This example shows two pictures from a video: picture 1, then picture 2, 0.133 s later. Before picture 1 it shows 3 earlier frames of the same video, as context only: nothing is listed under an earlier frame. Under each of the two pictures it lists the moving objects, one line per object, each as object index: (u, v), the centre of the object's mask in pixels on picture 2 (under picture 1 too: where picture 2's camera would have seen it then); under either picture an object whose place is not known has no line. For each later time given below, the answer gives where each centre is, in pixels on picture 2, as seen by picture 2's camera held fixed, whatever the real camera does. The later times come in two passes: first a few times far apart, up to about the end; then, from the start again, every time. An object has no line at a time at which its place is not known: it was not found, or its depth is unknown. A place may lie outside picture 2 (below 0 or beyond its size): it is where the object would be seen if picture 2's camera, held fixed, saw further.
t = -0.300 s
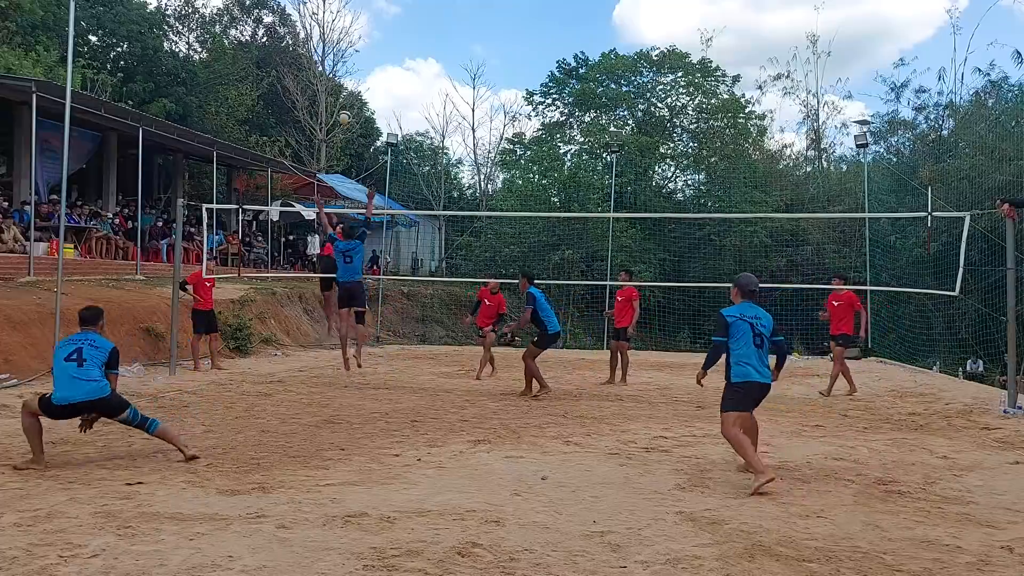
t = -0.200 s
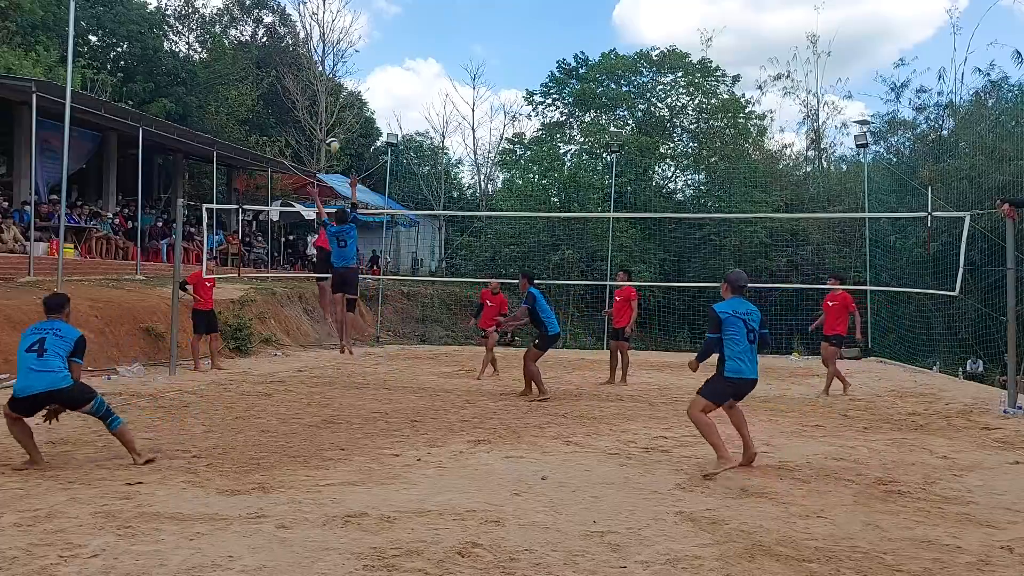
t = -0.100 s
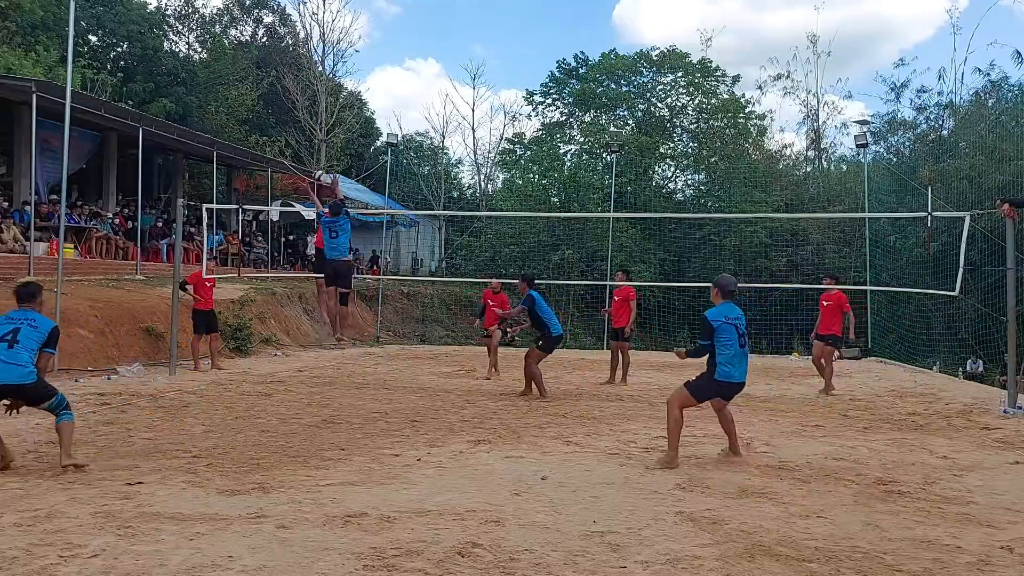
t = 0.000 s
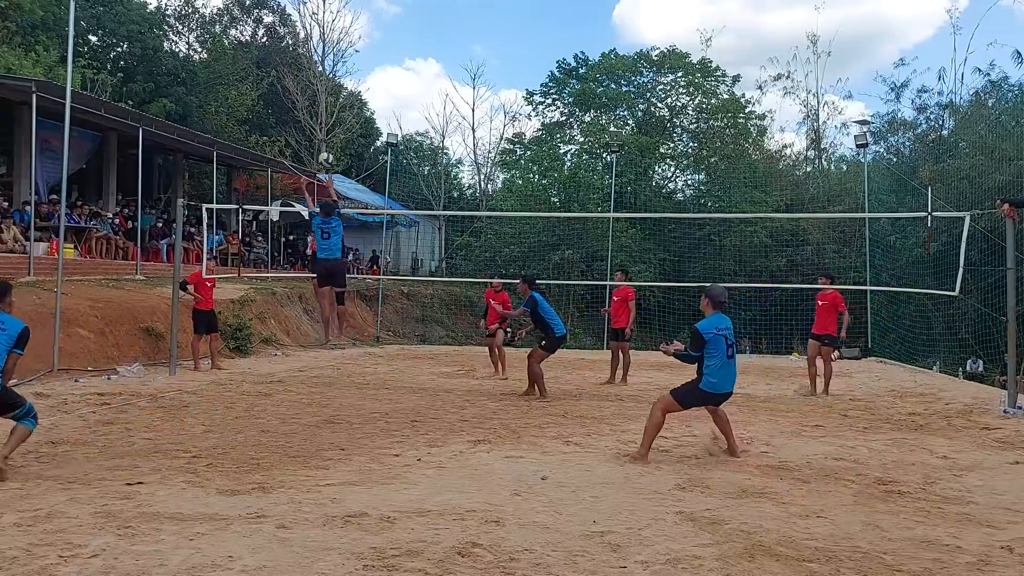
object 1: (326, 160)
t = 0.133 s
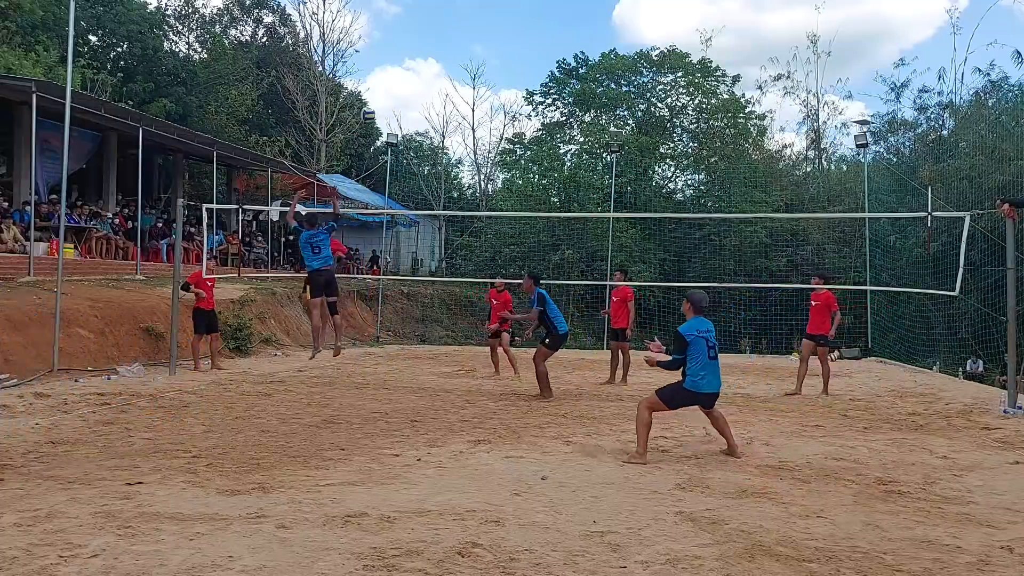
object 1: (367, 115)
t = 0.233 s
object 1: (398, 89)
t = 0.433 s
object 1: (458, 59)
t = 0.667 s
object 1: (528, 60)
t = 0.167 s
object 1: (377, 105)
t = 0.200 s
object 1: (388, 97)
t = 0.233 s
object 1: (398, 89)
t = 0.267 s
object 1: (408, 82)
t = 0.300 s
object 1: (418, 76)
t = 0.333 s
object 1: (428, 70)
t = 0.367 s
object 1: (438, 66)
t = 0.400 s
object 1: (448, 62)
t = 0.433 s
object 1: (458, 59)
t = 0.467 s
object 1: (468, 57)
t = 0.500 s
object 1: (478, 55)
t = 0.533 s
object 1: (488, 54)
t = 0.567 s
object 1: (498, 54)
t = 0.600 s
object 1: (508, 55)
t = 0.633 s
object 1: (518, 57)
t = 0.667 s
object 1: (528, 60)
